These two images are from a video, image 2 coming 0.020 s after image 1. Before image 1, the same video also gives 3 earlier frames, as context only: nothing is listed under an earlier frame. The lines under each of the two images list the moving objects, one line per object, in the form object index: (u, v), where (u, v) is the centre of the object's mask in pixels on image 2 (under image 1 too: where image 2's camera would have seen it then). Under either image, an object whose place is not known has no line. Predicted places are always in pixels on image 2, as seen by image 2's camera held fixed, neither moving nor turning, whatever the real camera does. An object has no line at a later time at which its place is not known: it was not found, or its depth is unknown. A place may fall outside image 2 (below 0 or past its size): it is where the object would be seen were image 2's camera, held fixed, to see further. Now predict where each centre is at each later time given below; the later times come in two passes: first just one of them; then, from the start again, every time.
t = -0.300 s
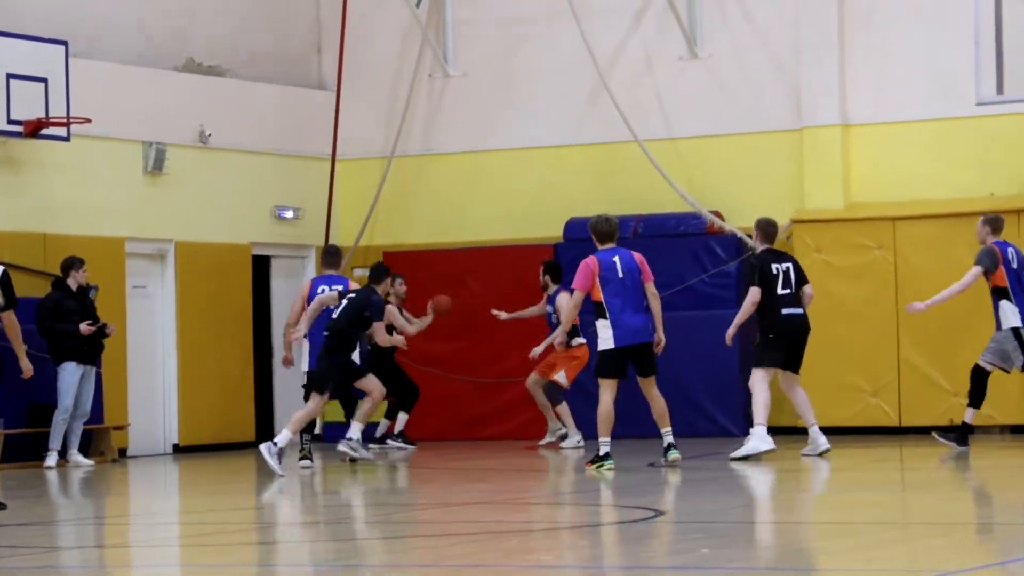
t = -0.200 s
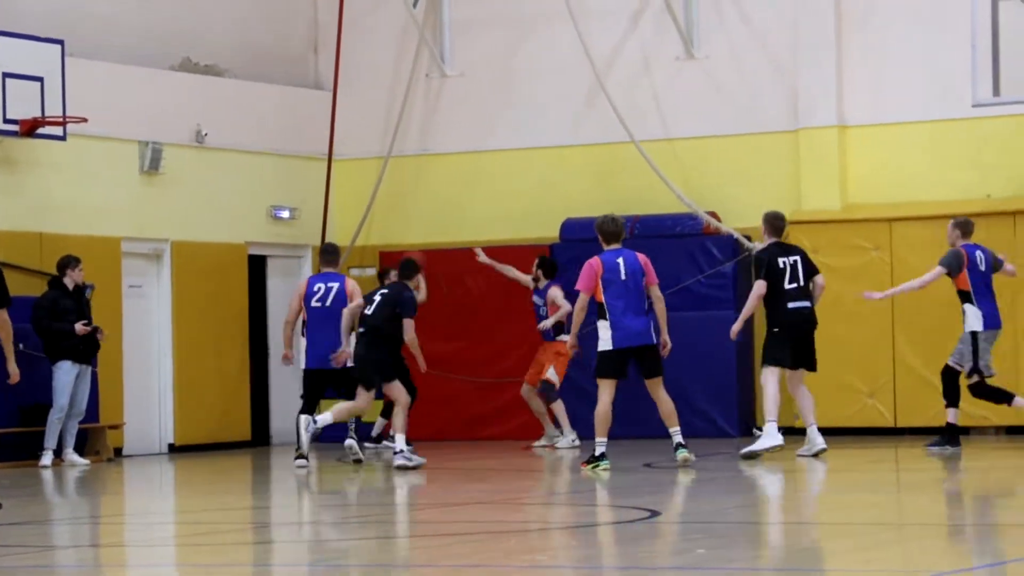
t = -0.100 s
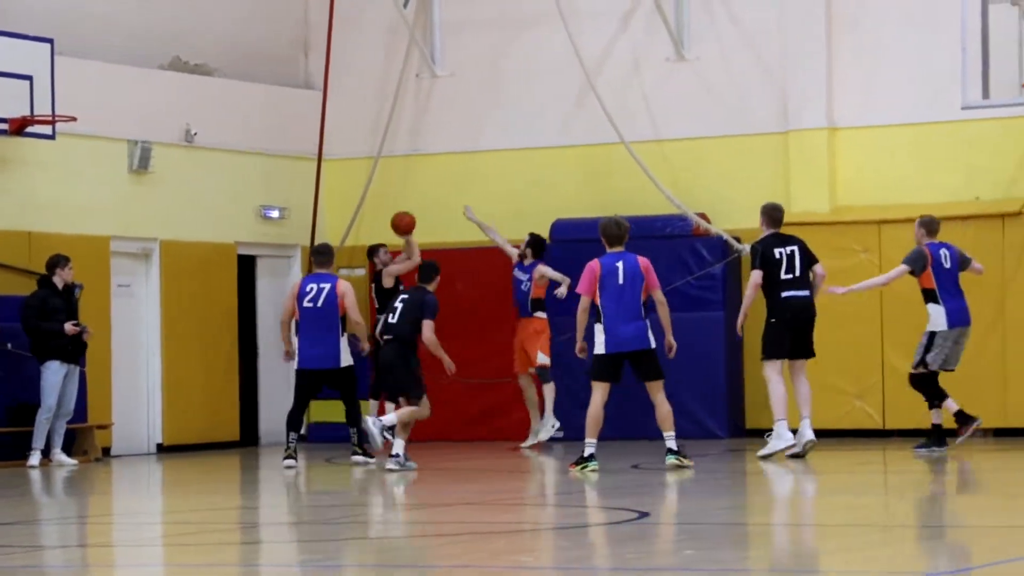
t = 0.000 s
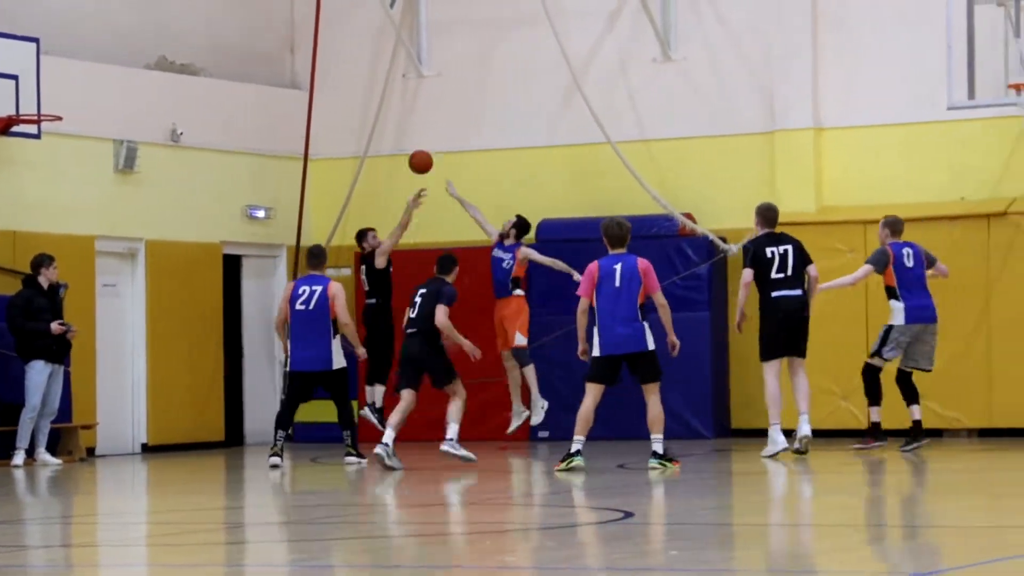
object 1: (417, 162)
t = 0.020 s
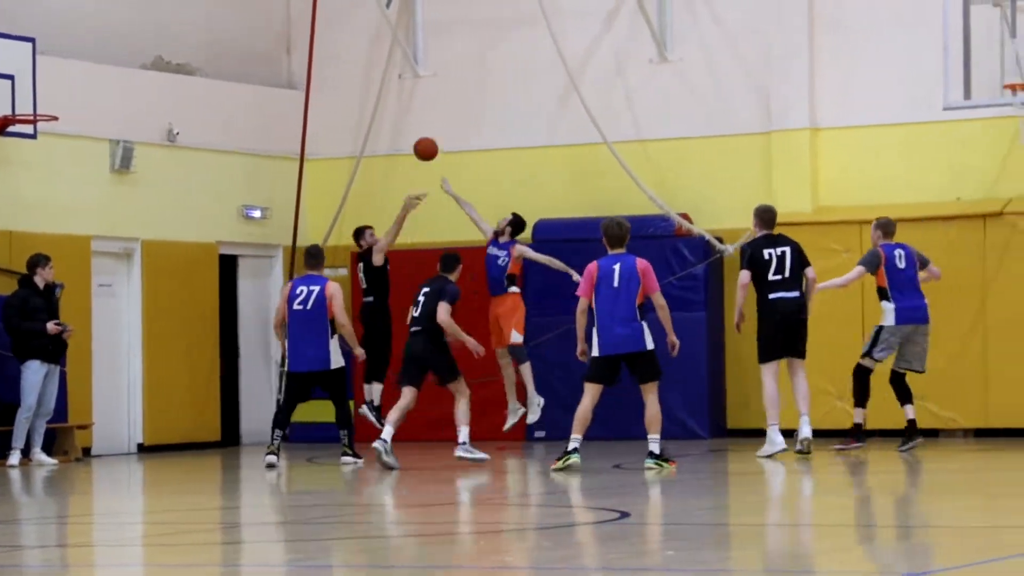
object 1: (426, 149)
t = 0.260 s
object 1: (533, 21)
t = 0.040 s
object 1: (435, 136)
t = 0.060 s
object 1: (444, 124)
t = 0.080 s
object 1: (453, 112)
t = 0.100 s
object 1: (462, 100)
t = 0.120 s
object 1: (471, 89)
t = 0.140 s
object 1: (480, 78)
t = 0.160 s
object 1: (489, 68)
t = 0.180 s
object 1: (498, 57)
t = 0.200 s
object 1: (507, 48)
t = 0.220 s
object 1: (516, 39)
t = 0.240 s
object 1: (524, 29)
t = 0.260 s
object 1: (533, 21)
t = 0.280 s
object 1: (542, 12)
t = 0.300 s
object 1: (551, 4)
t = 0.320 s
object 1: (560, -3)
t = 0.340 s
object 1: (569, -10)
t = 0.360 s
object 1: (578, -17)
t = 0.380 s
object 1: (587, -23)
